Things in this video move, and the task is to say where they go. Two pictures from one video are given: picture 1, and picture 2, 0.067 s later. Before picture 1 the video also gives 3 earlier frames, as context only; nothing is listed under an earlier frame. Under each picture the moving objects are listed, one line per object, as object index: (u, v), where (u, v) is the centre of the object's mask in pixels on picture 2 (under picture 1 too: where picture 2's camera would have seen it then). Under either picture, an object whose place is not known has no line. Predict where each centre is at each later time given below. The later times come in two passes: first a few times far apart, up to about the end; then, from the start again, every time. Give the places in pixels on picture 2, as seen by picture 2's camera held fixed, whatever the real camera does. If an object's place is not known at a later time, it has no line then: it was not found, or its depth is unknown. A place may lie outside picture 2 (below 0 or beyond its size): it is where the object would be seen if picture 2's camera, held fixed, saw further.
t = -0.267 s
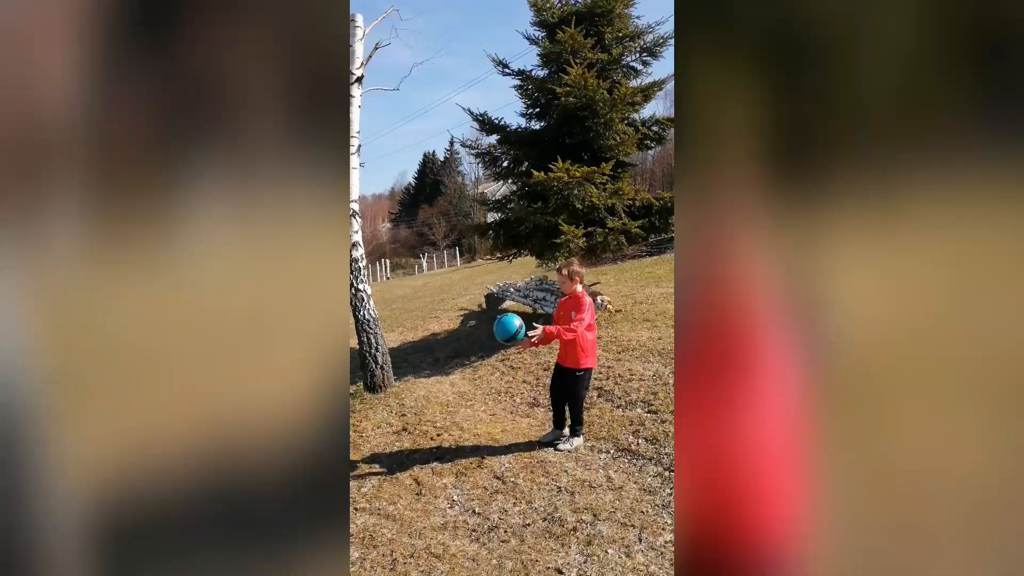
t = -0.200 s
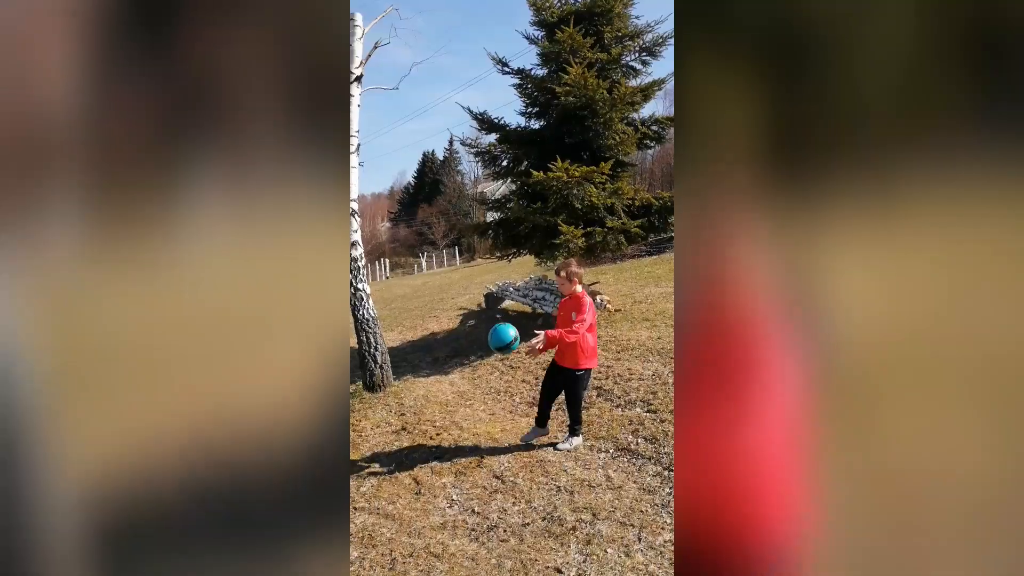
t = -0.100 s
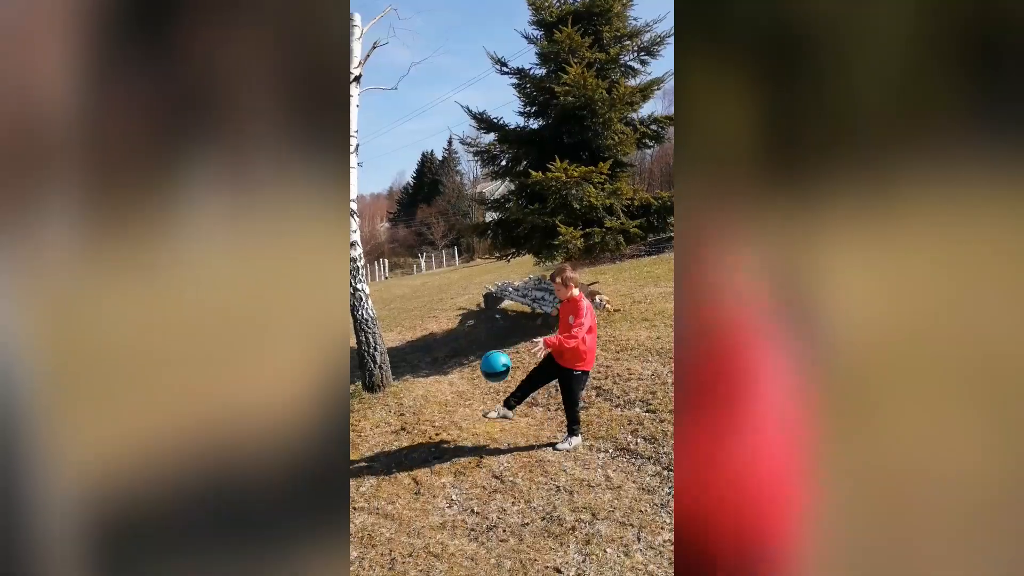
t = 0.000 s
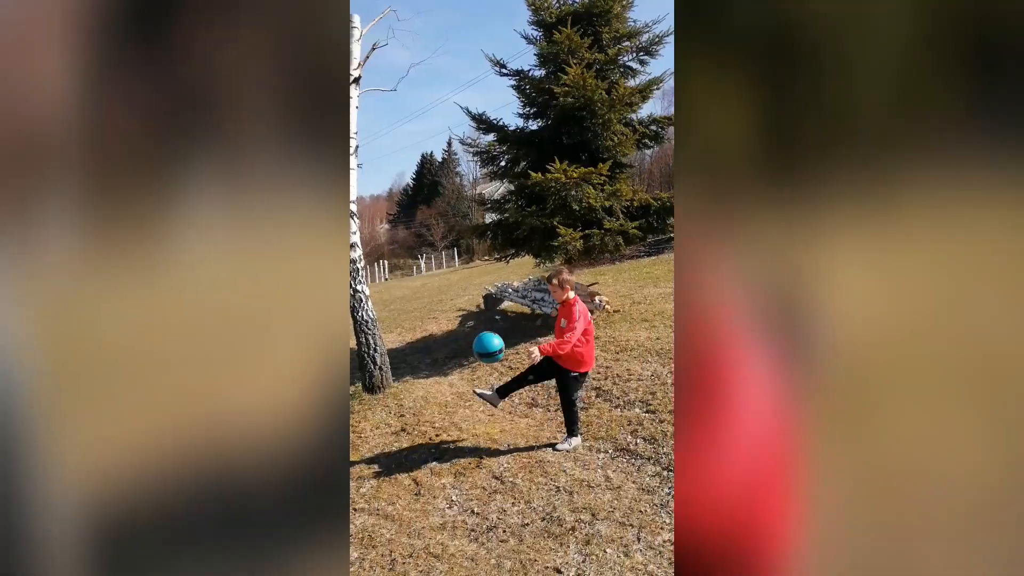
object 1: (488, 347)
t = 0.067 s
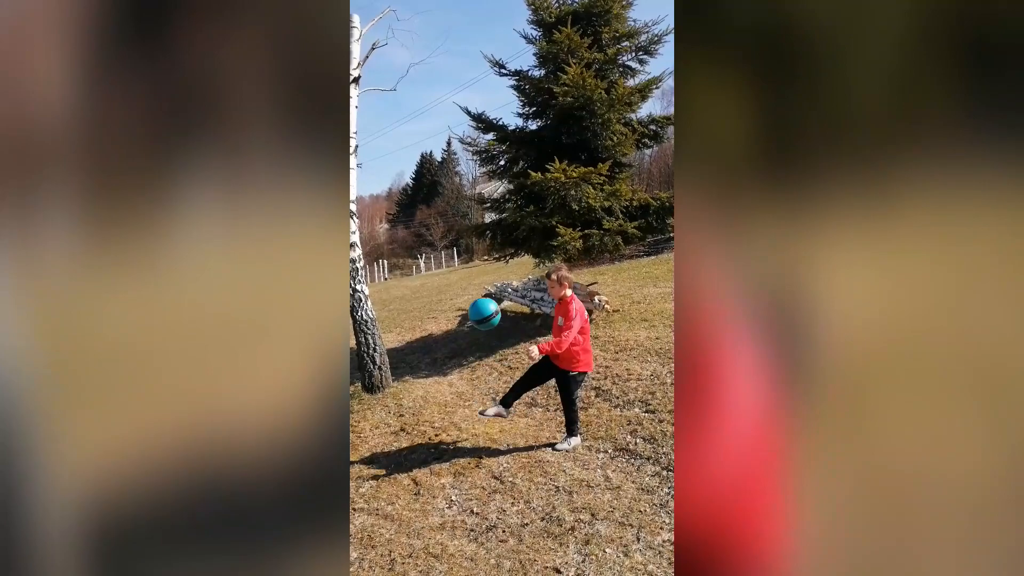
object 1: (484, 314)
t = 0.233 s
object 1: (475, 255)
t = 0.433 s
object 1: (464, 239)
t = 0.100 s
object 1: (483, 299)
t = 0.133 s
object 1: (480, 286)
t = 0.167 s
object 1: (479, 274)
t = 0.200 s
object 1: (477, 263)
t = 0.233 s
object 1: (475, 255)
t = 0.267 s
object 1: (473, 248)
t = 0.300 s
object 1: (471, 243)
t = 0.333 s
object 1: (469, 239)
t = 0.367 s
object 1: (468, 238)
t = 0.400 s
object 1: (466, 238)
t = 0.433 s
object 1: (464, 239)
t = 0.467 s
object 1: (462, 243)
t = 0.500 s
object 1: (460, 248)
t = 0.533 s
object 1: (458, 256)
